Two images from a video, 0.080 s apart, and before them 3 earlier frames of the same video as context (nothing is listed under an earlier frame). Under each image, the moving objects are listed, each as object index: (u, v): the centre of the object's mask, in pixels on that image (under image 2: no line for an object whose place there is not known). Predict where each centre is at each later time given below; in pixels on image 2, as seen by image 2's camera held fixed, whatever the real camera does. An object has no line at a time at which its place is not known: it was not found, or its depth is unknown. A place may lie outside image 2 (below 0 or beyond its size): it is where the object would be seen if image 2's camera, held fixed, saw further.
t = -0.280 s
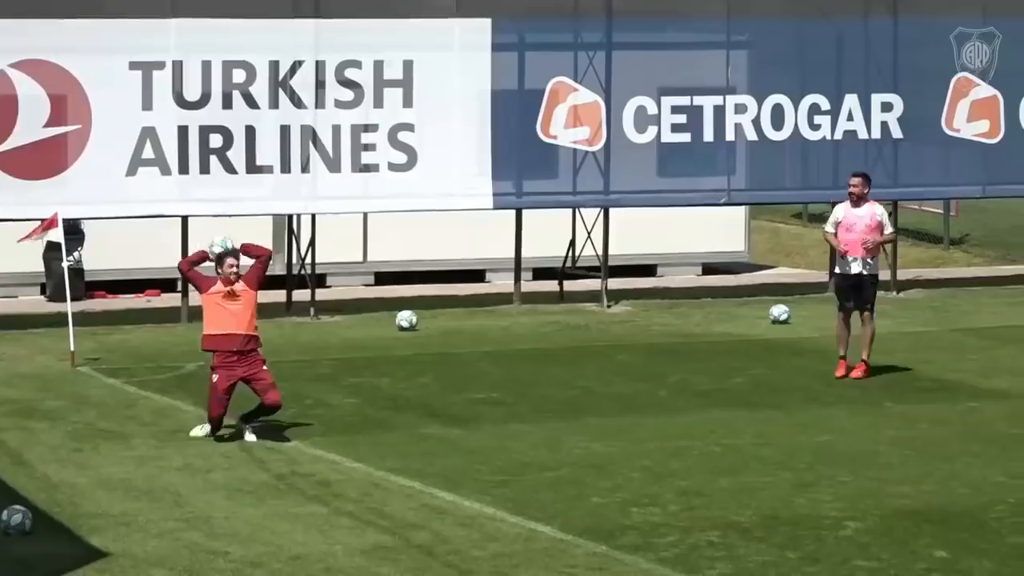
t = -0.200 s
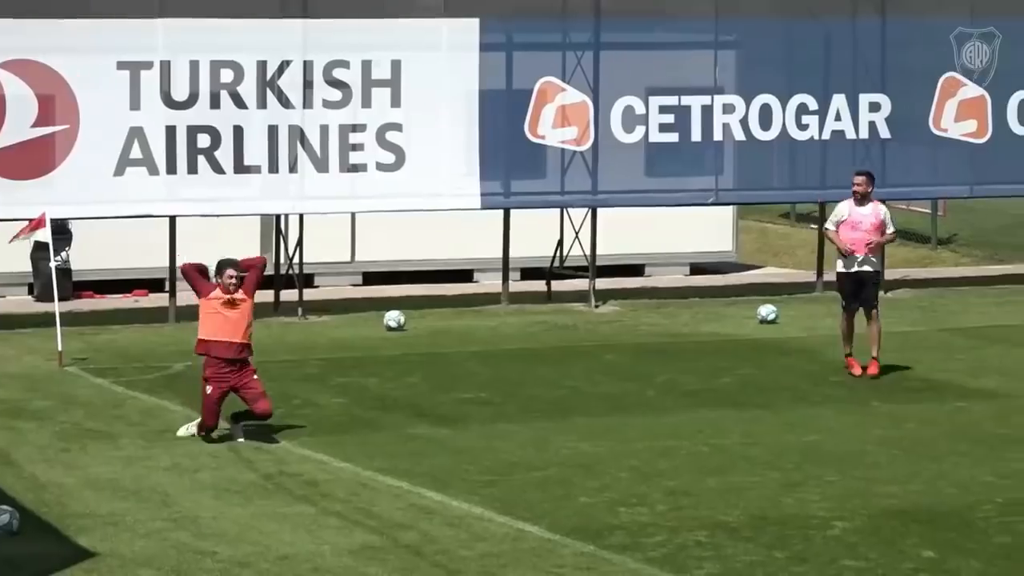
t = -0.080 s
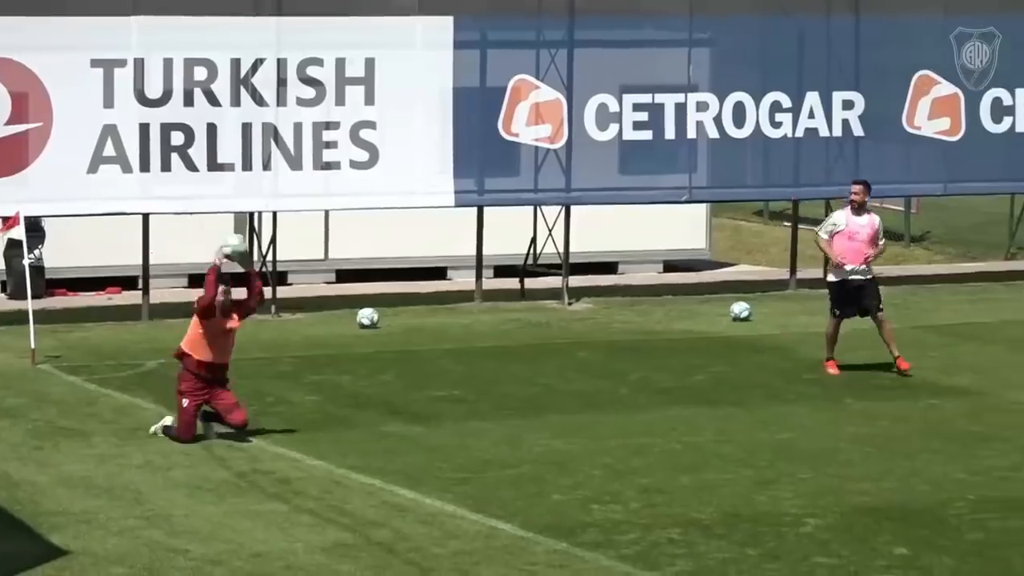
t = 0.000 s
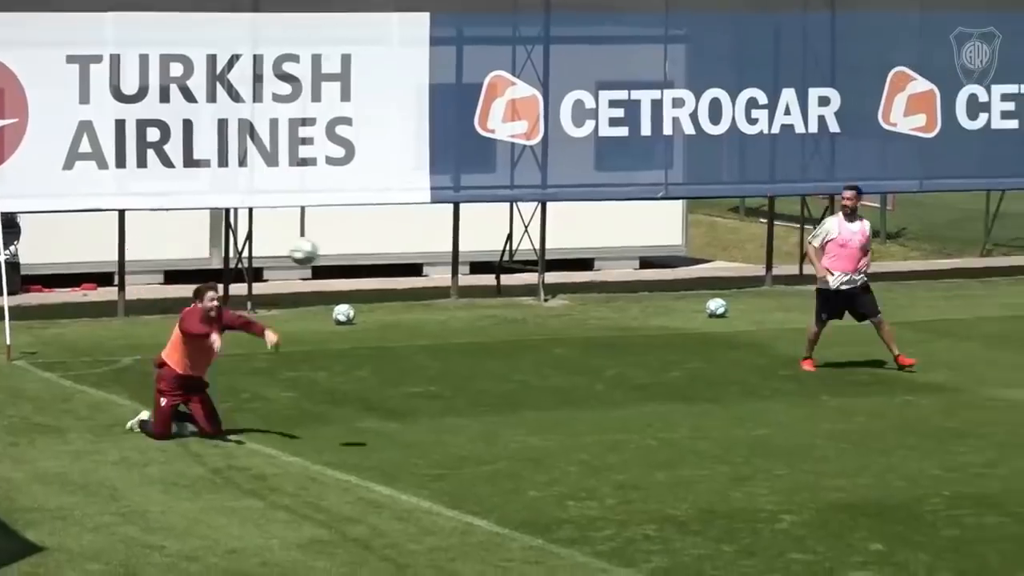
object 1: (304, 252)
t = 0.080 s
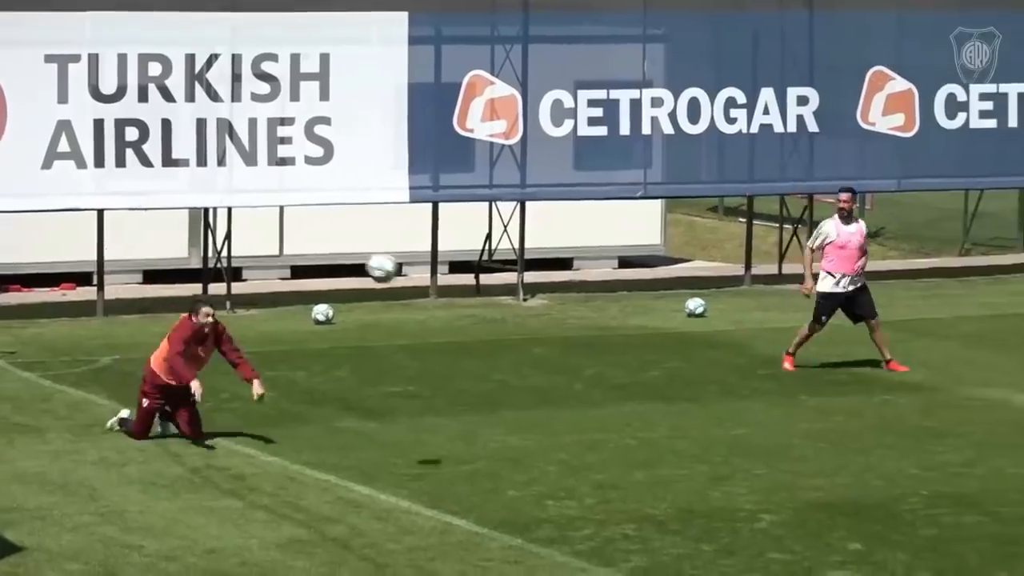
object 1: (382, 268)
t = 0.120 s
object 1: (433, 279)
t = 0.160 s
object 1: (488, 295)
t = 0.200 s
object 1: (543, 311)
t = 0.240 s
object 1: (600, 331)
